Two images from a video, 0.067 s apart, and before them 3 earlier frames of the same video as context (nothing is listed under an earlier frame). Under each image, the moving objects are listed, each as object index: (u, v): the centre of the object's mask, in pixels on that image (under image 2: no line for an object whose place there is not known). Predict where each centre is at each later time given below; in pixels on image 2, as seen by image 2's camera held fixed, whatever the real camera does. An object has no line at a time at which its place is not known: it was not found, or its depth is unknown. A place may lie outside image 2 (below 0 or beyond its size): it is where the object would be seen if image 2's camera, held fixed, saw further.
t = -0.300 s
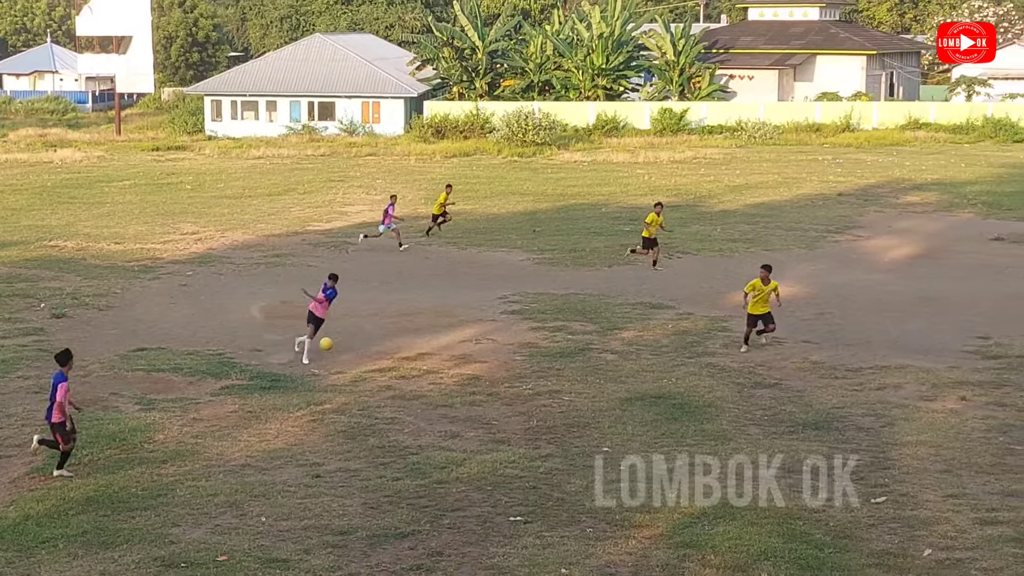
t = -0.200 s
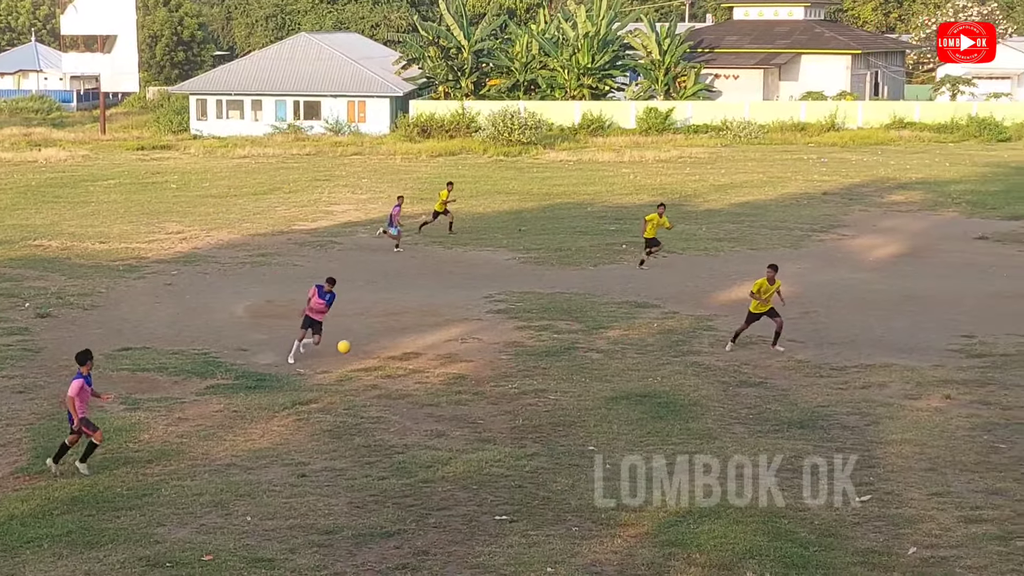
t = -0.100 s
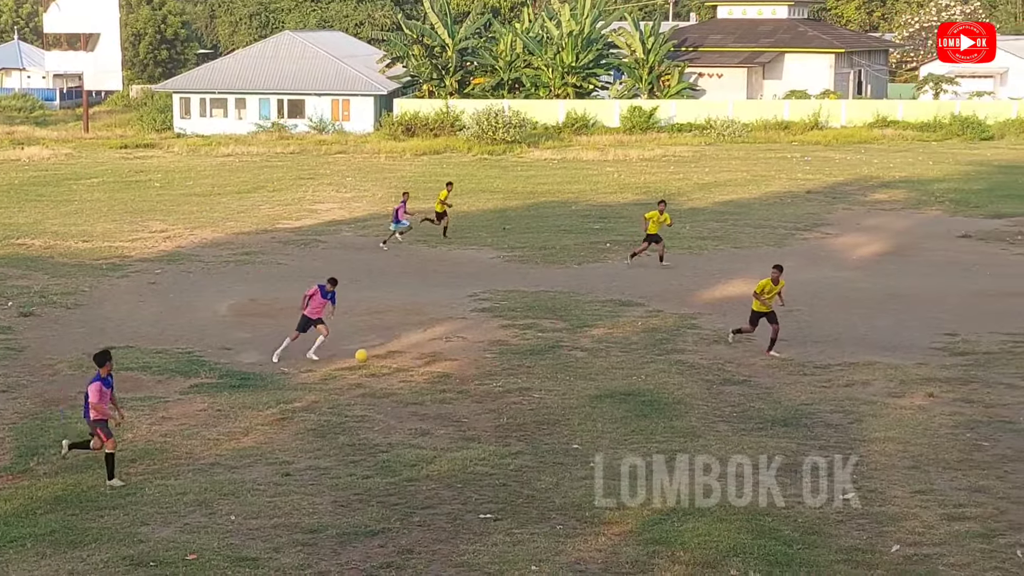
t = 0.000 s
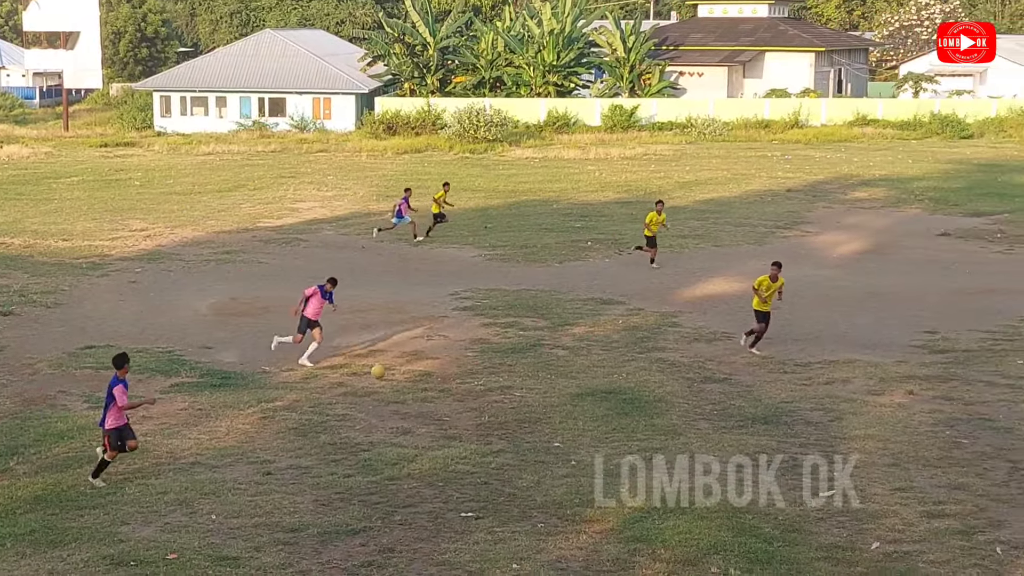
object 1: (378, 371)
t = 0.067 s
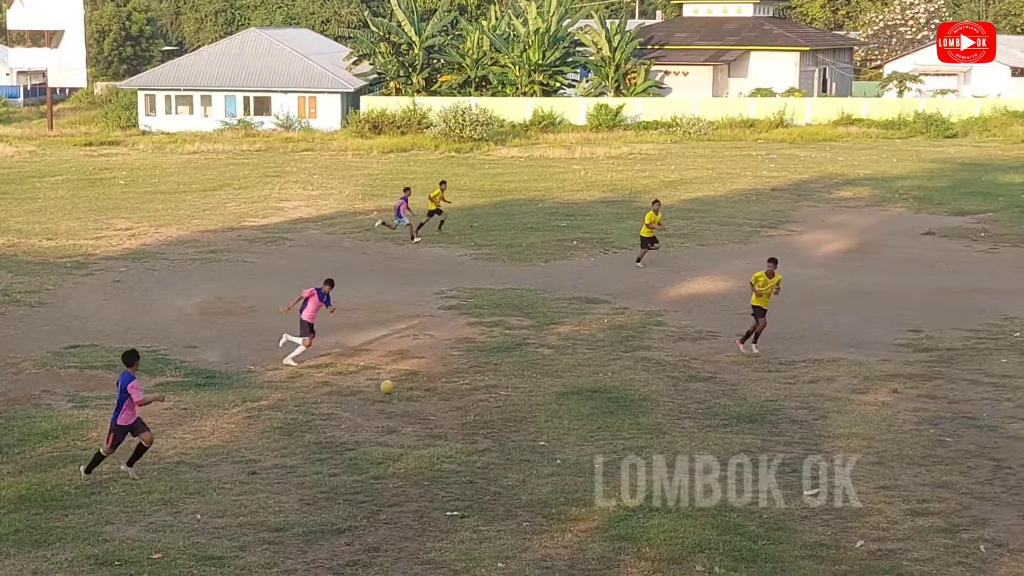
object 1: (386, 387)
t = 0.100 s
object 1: (400, 393)
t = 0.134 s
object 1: (409, 395)
